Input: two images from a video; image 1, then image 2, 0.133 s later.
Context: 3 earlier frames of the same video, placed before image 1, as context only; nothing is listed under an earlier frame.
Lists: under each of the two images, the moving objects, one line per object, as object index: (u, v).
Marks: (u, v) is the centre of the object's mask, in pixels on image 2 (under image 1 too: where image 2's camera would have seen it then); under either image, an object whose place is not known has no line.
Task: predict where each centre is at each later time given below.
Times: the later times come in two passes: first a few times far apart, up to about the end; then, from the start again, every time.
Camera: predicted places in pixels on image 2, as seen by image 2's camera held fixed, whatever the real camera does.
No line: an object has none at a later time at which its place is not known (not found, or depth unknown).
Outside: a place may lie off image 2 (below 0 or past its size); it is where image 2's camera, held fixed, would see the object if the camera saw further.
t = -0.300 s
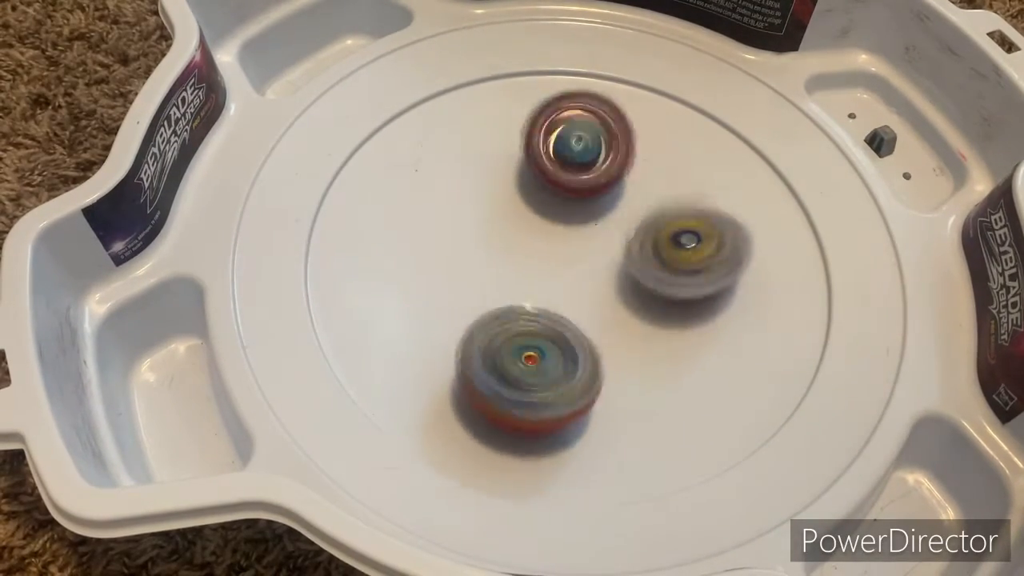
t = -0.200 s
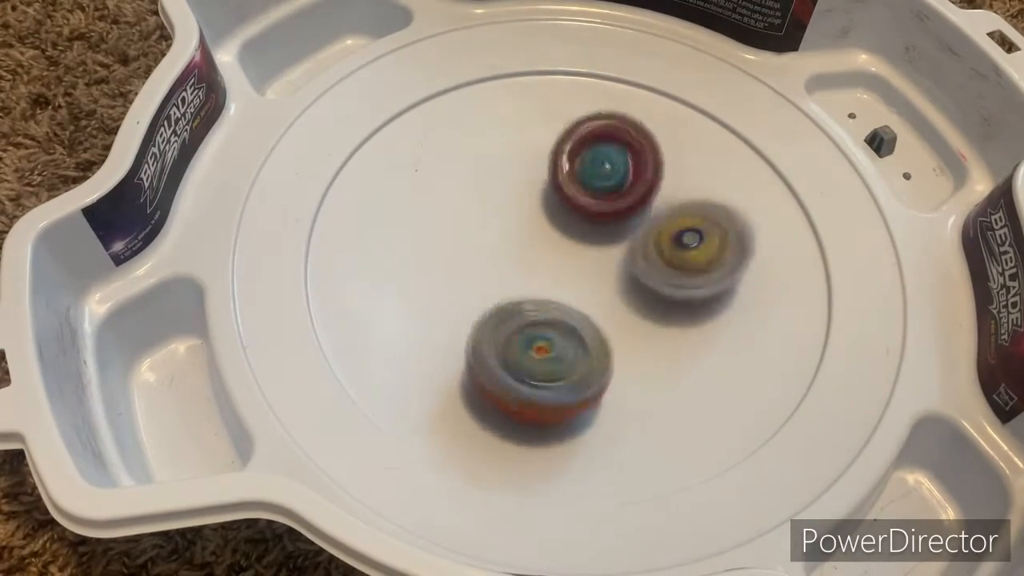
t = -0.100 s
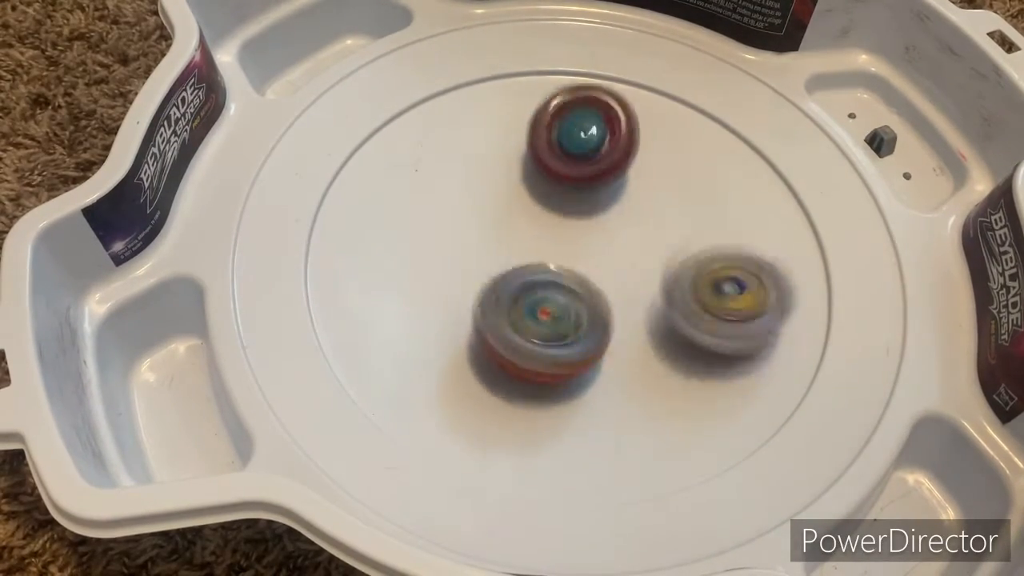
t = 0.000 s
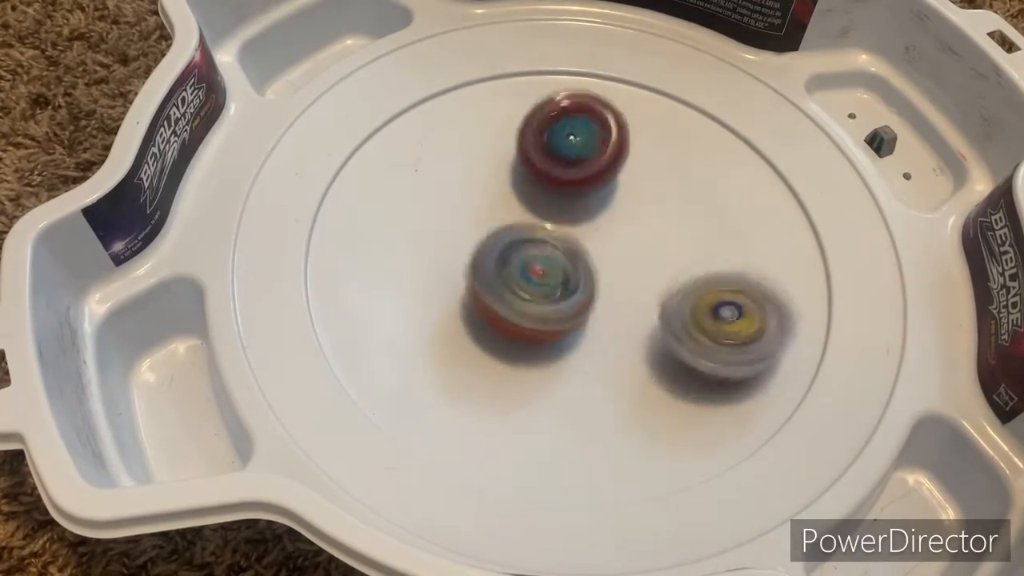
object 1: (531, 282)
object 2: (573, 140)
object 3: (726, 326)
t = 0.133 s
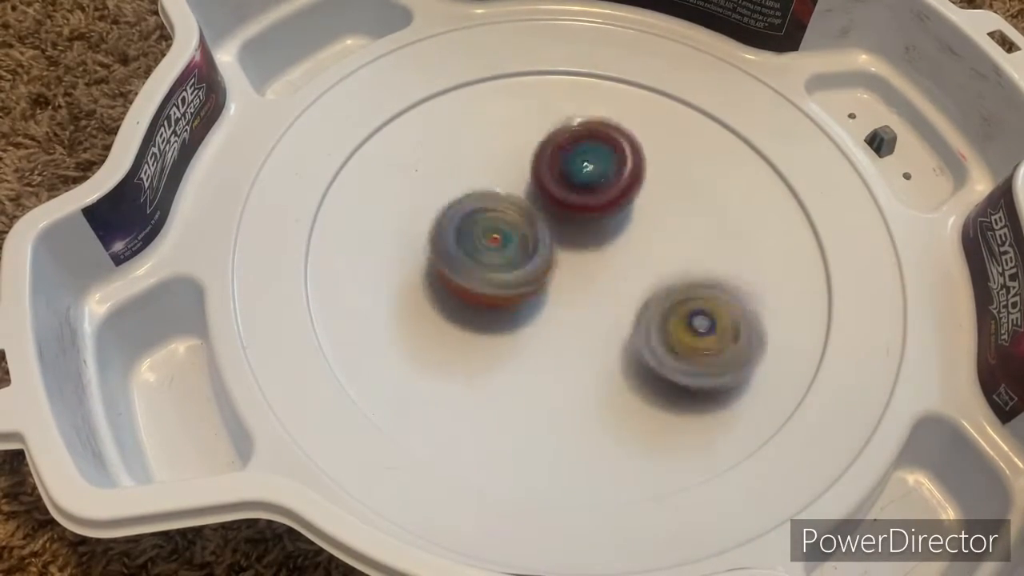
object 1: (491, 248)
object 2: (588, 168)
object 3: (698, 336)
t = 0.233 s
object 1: (457, 248)
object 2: (596, 199)
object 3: (671, 334)
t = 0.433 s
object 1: (462, 265)
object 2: (594, 209)
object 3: (639, 341)
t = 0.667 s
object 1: (475, 221)
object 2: (624, 204)
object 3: (630, 353)
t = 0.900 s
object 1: (453, 157)
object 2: (620, 224)
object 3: (611, 347)
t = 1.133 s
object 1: (487, 137)
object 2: (612, 195)
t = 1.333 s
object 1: (498, 148)
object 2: (614, 211)
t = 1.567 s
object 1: (519, 179)
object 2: (627, 243)
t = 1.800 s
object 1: (510, 178)
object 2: (643, 299)
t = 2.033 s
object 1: (562, 197)
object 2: (630, 297)
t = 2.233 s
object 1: (596, 180)
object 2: (640, 287)
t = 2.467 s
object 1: (607, 164)
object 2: (656, 271)
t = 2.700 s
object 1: (611, 165)
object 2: (635, 281)
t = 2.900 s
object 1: (624, 168)
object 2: (627, 283)
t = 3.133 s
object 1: (636, 164)
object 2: (648, 317)
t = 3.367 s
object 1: (609, 173)
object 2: (637, 312)
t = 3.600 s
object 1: (651, 173)
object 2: (587, 268)
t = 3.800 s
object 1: (659, 170)
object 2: (609, 264)
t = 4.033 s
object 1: (652, 177)
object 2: (630, 278)
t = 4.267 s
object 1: (656, 175)
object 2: (620, 273)
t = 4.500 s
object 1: (657, 175)
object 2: (619, 273)
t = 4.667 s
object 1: (657, 176)
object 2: (619, 273)
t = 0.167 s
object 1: (478, 249)
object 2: (591, 178)
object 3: (689, 338)
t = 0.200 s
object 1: (467, 248)
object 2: (593, 190)
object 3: (680, 336)
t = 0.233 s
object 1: (457, 248)
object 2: (596, 199)
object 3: (671, 334)
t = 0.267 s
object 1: (451, 252)
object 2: (595, 212)
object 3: (661, 334)
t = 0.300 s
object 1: (452, 253)
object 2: (594, 223)
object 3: (652, 332)
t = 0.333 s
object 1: (455, 259)
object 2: (591, 230)
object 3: (646, 331)
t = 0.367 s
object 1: (462, 261)
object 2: (580, 222)
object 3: (645, 339)
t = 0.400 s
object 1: (463, 264)
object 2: (581, 216)
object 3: (645, 342)
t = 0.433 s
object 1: (462, 265)
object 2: (594, 209)
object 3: (639, 341)
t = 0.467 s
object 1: (466, 264)
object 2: (604, 205)
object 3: (630, 339)
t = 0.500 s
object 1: (475, 265)
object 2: (608, 203)
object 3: (624, 341)
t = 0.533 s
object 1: (484, 265)
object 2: (610, 203)
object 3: (615, 339)
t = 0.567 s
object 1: (496, 262)
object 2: (609, 203)
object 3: (608, 338)
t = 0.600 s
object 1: (494, 246)
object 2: (610, 203)
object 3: (615, 343)
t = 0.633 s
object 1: (481, 230)
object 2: (619, 203)
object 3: (625, 350)
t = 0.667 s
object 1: (475, 221)
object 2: (624, 204)
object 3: (630, 353)
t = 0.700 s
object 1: (469, 213)
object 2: (625, 206)
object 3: (629, 352)
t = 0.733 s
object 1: (463, 204)
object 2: (626, 208)
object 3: (628, 352)
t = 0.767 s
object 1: (458, 193)
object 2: (626, 210)
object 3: (626, 352)
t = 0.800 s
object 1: (455, 185)
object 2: (625, 214)
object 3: (622, 351)
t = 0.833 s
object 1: (453, 175)
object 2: (625, 217)
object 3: (618, 351)
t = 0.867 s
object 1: (452, 166)
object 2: (622, 220)
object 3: (615, 350)
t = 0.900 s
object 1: (453, 157)
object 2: (620, 224)
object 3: (611, 347)
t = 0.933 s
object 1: (454, 150)
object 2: (618, 227)
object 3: (610, 343)
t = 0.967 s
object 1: (459, 147)
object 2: (614, 230)
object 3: (605, 339)
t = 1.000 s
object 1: (464, 144)
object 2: (612, 215)
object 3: (605, 349)
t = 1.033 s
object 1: (472, 144)
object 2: (607, 202)
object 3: (601, 358)
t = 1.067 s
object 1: (483, 144)
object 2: (603, 193)
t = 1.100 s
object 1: (486, 140)
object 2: (607, 193)
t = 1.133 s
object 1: (487, 137)
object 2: (612, 195)
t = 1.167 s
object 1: (487, 135)
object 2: (613, 199)
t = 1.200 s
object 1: (489, 136)
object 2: (611, 199)
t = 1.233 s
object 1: (492, 139)
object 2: (608, 200)
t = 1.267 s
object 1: (497, 144)
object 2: (608, 200)
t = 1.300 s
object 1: (497, 144)
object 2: (612, 205)
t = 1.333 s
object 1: (498, 148)
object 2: (614, 211)
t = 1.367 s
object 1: (500, 151)
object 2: (613, 215)
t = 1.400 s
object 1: (503, 155)
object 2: (613, 218)
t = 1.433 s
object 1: (506, 160)
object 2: (612, 224)
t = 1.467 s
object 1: (508, 163)
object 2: (618, 229)
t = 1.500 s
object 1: (511, 167)
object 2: (621, 231)
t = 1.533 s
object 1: (516, 175)
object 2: (624, 235)
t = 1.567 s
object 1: (519, 179)
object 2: (627, 243)
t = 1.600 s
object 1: (514, 176)
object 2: (641, 257)
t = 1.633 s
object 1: (510, 175)
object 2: (649, 269)
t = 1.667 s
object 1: (507, 174)
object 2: (650, 280)
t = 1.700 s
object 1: (507, 175)
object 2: (650, 285)
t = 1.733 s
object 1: (507, 175)
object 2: (646, 289)
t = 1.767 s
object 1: (508, 176)
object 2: (643, 294)
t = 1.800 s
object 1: (510, 178)
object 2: (643, 299)
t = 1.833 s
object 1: (514, 179)
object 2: (647, 299)
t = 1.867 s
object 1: (519, 181)
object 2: (645, 301)
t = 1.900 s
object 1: (527, 186)
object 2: (639, 303)
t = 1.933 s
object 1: (535, 188)
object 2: (633, 302)
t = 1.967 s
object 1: (548, 192)
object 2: (626, 302)
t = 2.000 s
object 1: (556, 195)
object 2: (627, 298)
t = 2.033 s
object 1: (562, 197)
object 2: (630, 297)
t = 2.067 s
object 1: (570, 190)
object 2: (634, 301)
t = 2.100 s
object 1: (573, 189)
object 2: (634, 304)
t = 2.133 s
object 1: (579, 182)
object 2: (632, 303)
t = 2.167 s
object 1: (585, 181)
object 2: (627, 300)
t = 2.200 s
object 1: (590, 180)
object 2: (633, 295)
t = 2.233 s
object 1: (596, 180)
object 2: (640, 287)
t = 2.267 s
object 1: (600, 175)
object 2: (648, 282)
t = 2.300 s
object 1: (604, 169)
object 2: (652, 281)
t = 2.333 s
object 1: (606, 167)
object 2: (652, 279)
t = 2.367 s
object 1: (608, 166)
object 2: (653, 272)
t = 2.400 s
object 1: (609, 166)
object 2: (655, 267)
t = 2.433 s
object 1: (609, 164)
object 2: (657, 270)
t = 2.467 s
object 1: (607, 164)
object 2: (656, 271)
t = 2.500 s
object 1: (606, 166)
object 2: (653, 270)
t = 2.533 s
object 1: (603, 166)
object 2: (650, 271)
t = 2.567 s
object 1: (601, 169)
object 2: (649, 275)
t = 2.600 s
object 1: (599, 172)
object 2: (647, 277)
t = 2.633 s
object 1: (599, 170)
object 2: (644, 277)
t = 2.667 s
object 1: (607, 167)
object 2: (639, 280)
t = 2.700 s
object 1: (611, 165)
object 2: (635, 281)
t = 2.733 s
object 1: (609, 167)
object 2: (635, 283)
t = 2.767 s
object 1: (610, 165)
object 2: (634, 284)
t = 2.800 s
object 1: (616, 168)
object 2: (628, 285)
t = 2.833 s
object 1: (620, 168)
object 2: (623, 282)
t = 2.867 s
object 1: (625, 165)
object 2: (627, 283)
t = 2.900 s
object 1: (624, 168)
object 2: (627, 283)
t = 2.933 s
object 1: (624, 168)
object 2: (627, 280)
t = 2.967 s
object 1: (626, 171)
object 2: (627, 279)
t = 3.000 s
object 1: (632, 165)
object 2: (621, 289)
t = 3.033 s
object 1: (640, 164)
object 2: (612, 293)
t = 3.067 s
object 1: (641, 162)
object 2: (625, 302)
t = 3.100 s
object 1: (640, 163)
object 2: (640, 311)
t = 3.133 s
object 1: (636, 164)
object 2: (648, 317)
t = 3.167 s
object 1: (633, 160)
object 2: (650, 322)
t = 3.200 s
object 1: (630, 160)
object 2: (647, 325)
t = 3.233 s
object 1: (626, 162)
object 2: (644, 323)
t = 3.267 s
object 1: (625, 162)
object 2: (643, 320)
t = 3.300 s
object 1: (622, 164)
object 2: (641, 318)
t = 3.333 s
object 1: (617, 170)
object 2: (640, 315)
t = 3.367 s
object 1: (609, 173)
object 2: (637, 312)
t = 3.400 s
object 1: (600, 180)
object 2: (631, 307)
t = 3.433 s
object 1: (596, 184)
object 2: (624, 302)
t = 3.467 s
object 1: (594, 185)
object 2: (616, 293)
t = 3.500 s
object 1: (610, 181)
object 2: (607, 284)
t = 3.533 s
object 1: (620, 179)
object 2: (597, 275)
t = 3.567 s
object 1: (642, 173)
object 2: (582, 274)
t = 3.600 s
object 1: (651, 173)
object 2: (587, 268)
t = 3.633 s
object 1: (658, 173)
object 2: (583, 268)
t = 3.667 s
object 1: (665, 172)
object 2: (578, 269)
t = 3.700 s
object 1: (667, 173)
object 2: (586, 266)
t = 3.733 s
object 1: (668, 174)
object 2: (596, 266)
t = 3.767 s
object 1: (664, 172)
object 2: (603, 263)
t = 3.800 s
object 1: (659, 170)
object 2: (609, 264)
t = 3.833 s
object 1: (654, 172)
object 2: (609, 265)
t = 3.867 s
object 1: (654, 174)
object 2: (608, 273)
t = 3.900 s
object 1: (654, 176)
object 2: (607, 278)
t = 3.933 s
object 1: (652, 177)
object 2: (610, 281)
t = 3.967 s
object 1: (652, 178)
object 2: (617, 281)
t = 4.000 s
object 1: (652, 178)
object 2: (625, 280)
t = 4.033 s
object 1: (652, 177)
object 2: (630, 278)
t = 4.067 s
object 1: (653, 177)
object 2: (627, 280)
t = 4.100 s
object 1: (654, 177)
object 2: (625, 277)
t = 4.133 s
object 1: (656, 176)
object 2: (623, 276)
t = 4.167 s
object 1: (656, 177)
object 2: (622, 275)
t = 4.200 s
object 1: (656, 175)
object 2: (623, 274)
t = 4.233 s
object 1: (656, 175)
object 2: (622, 273)
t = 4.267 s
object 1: (656, 175)
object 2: (620, 273)
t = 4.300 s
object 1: (656, 175)
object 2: (619, 273)
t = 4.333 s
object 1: (656, 176)
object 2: (619, 274)
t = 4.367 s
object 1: (657, 176)
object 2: (620, 274)
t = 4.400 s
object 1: (657, 176)
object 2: (619, 273)
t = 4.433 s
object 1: (657, 175)
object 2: (619, 273)
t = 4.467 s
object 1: (657, 176)
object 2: (619, 273)
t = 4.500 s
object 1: (657, 175)
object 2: (619, 273)
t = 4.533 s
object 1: (657, 175)
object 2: (619, 273)
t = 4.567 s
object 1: (657, 175)
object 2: (619, 273)
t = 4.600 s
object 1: (657, 176)
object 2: (619, 273)
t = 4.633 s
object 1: (657, 176)
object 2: (619, 273)
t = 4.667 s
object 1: (657, 176)
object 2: (619, 273)
